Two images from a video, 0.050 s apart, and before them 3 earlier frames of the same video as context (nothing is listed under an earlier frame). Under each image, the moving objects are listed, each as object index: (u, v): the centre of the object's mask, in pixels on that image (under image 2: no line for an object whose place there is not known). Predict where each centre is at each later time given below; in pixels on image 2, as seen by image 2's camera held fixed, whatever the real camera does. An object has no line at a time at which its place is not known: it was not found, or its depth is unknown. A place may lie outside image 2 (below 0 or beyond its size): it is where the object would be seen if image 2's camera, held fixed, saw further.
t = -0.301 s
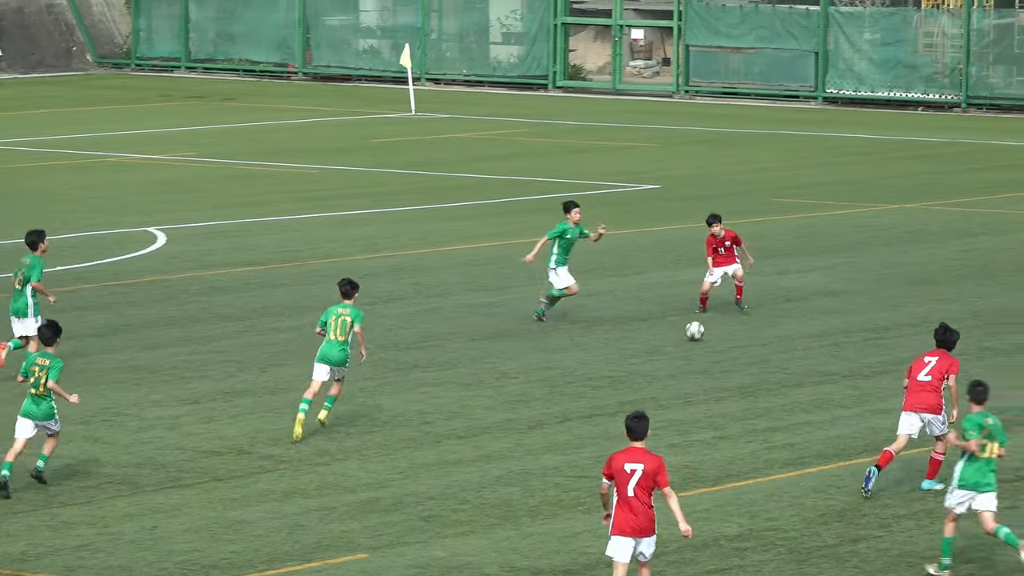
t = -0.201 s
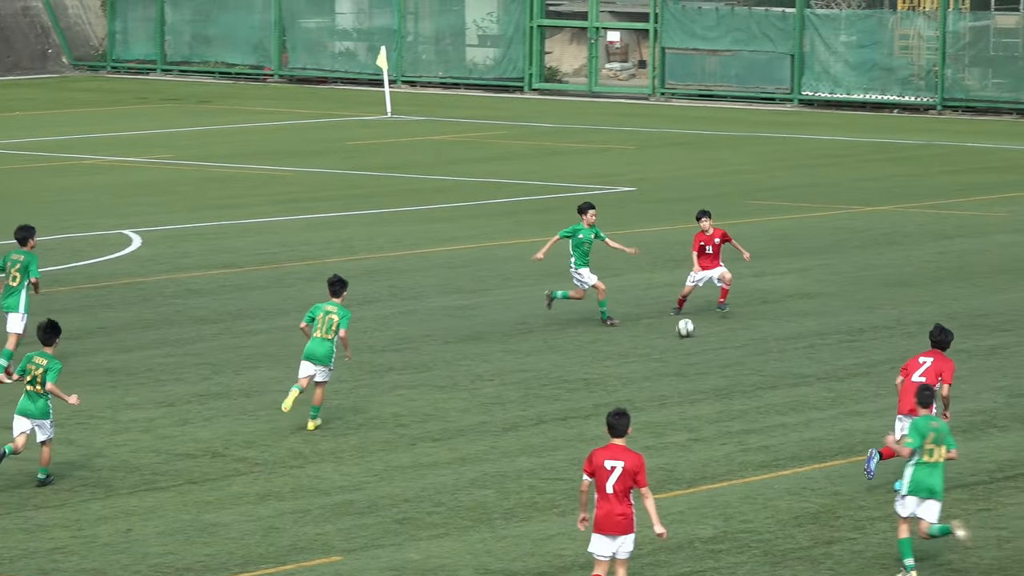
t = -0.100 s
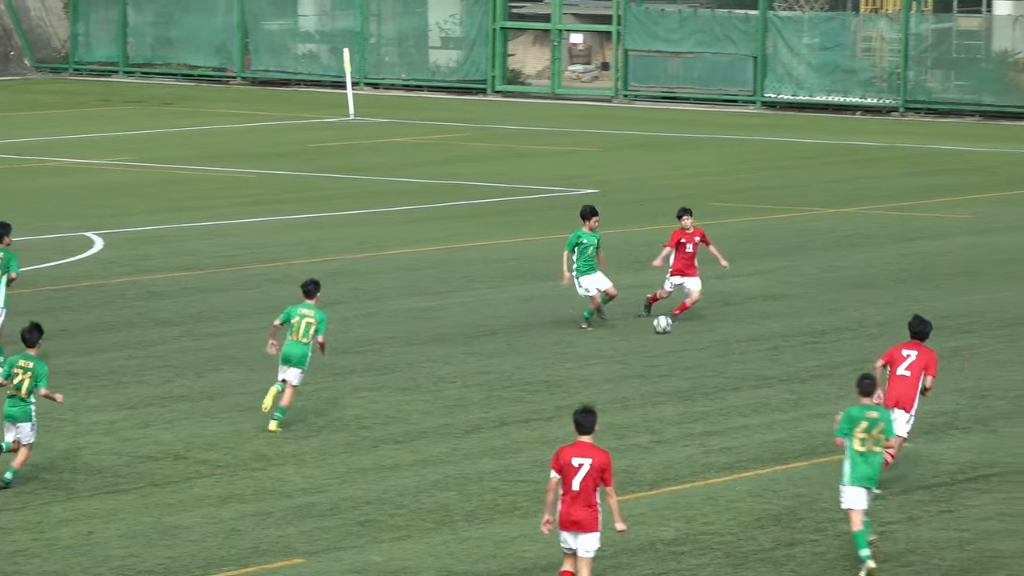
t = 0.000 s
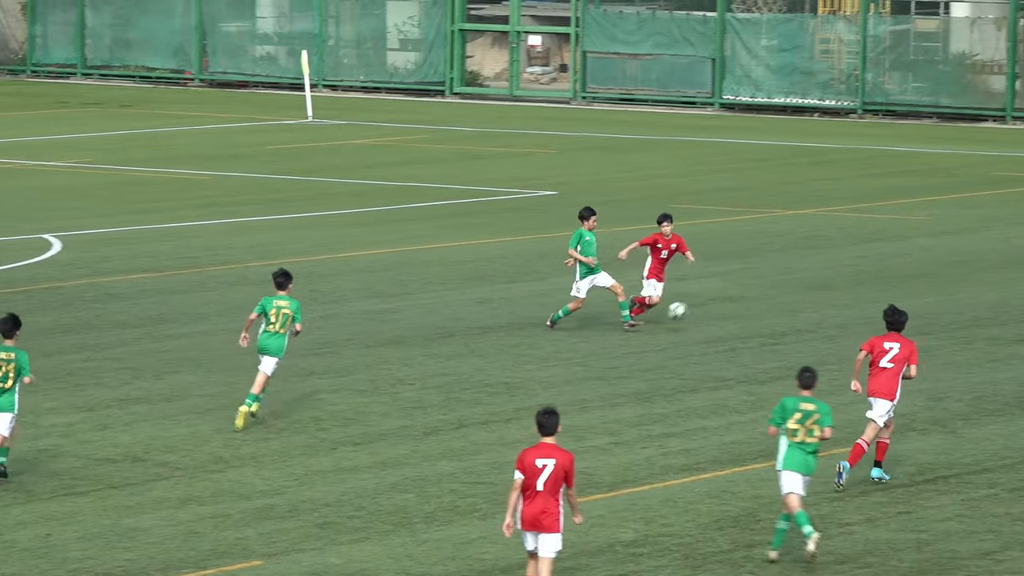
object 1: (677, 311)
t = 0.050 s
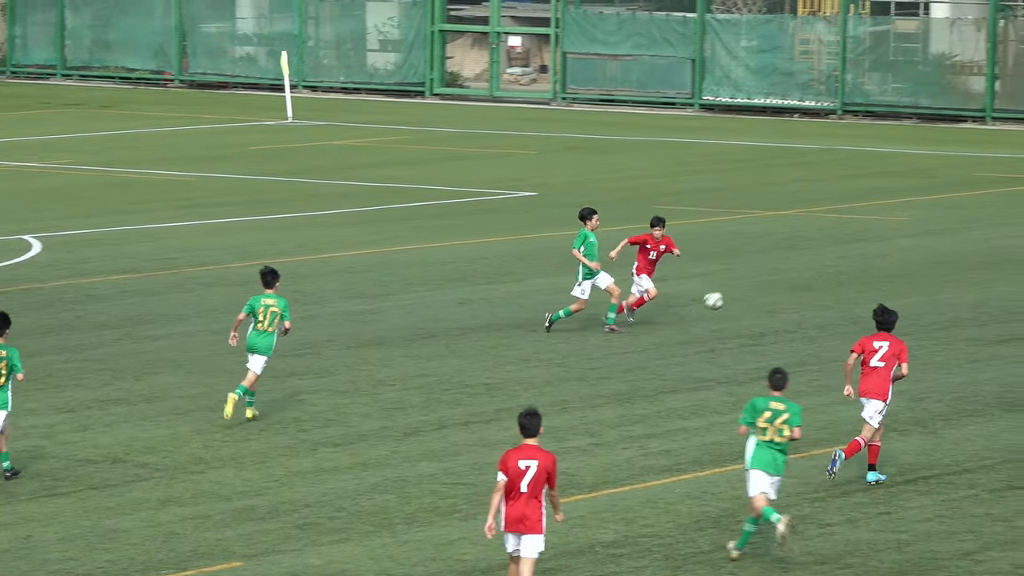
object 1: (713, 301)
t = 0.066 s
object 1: (731, 298)
